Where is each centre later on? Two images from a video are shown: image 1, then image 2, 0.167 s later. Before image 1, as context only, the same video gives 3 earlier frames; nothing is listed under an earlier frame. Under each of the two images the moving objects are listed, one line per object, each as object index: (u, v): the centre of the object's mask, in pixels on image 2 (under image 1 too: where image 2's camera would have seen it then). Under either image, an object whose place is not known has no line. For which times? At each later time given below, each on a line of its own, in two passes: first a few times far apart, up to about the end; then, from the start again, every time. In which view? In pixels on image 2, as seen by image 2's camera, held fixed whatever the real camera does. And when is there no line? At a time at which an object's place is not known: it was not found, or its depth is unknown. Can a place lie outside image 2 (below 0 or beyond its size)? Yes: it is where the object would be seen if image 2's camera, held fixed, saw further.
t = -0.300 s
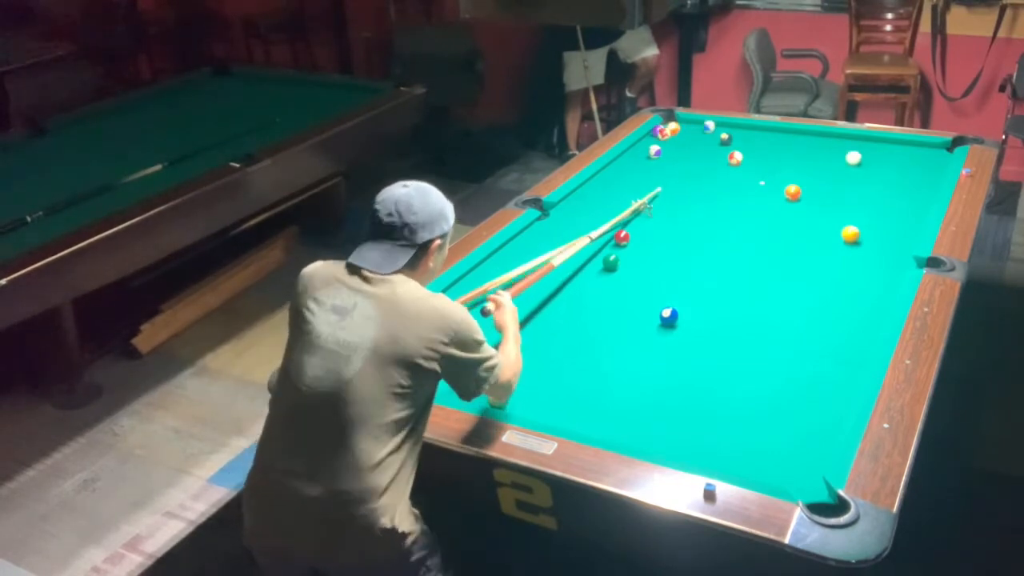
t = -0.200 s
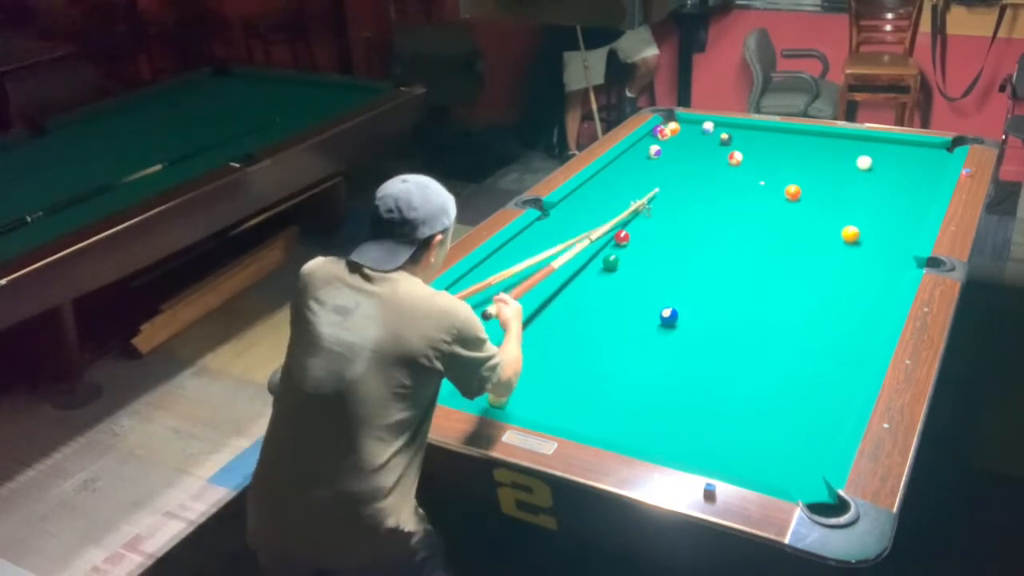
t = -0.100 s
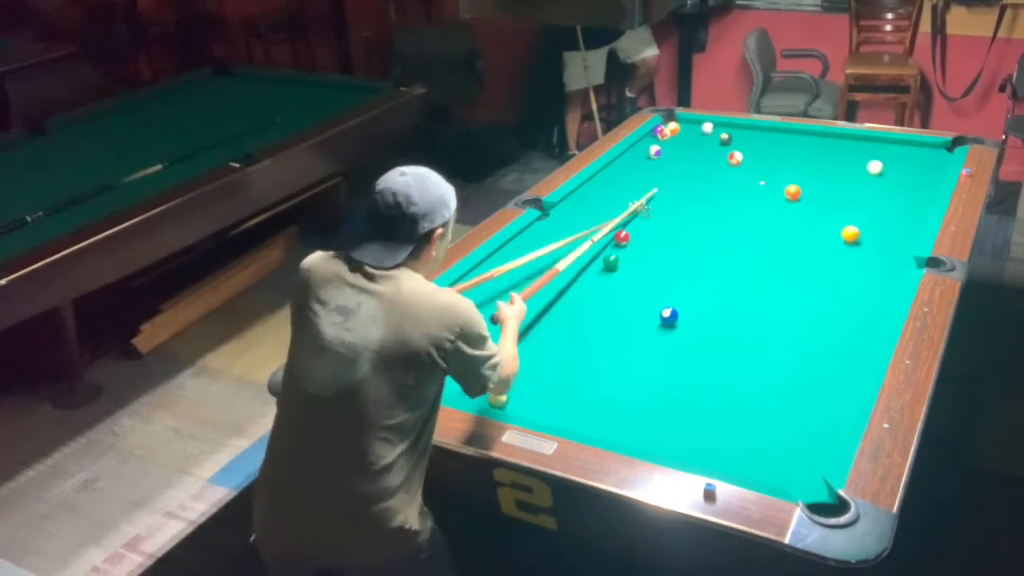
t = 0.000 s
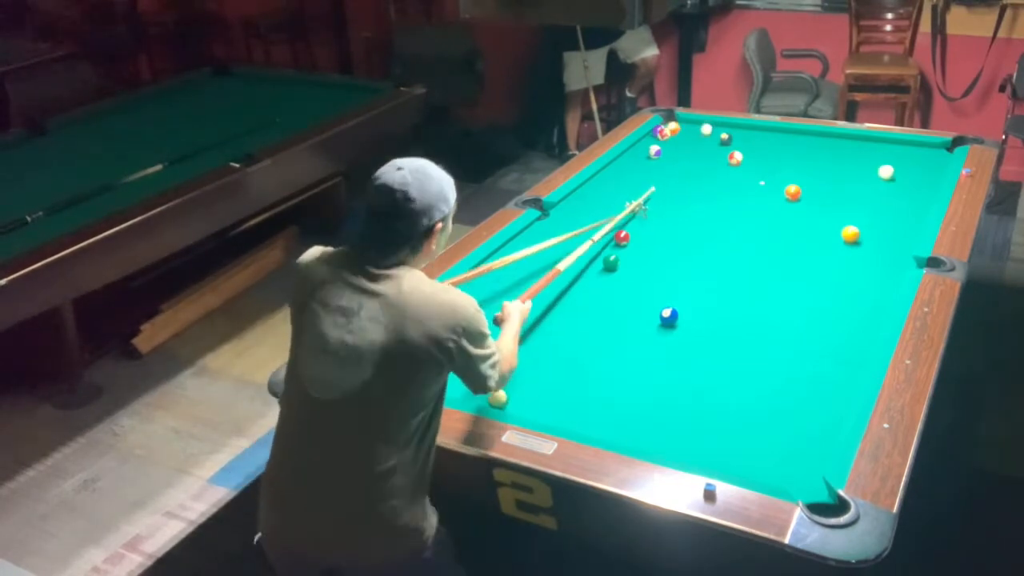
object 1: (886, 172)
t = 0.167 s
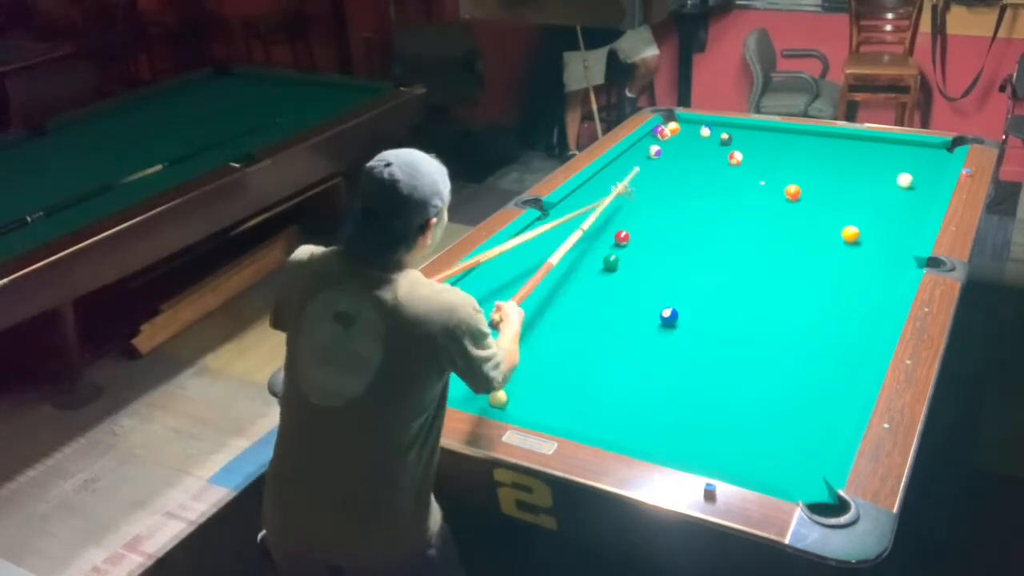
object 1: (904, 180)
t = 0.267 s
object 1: (916, 185)
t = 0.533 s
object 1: (916, 194)
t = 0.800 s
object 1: (890, 200)
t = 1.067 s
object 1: (865, 205)
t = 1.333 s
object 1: (841, 209)
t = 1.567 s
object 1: (821, 214)
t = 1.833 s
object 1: (798, 218)
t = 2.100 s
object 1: (777, 222)
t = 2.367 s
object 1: (757, 226)
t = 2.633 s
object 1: (738, 230)
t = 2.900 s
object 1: (721, 233)
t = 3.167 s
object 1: (705, 236)
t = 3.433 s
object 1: (690, 239)
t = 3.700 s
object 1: (678, 242)
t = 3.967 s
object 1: (666, 244)
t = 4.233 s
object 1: (656, 246)
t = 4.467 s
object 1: (649, 248)
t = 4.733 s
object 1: (642, 249)
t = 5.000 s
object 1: (637, 250)
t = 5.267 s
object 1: (634, 251)
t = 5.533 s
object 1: (632, 251)
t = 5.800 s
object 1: (632, 251)
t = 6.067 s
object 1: (632, 251)
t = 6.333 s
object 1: (632, 251)
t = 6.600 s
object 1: (632, 251)
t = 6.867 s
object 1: (632, 251)
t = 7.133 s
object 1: (632, 251)
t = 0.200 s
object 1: (908, 182)
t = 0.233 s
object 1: (912, 184)
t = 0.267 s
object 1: (916, 185)
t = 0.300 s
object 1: (920, 187)
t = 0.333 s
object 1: (923, 189)
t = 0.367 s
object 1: (927, 190)
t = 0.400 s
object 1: (928, 192)
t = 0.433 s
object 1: (925, 192)
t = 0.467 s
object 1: (922, 193)
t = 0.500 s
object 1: (919, 194)
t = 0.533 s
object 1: (916, 194)
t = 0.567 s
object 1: (912, 195)
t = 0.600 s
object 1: (909, 196)
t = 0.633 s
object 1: (906, 196)
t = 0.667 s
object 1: (903, 197)
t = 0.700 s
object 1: (899, 198)
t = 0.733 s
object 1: (896, 198)
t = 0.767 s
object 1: (893, 199)
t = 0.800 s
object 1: (890, 200)
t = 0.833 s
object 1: (887, 200)
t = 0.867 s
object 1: (883, 201)
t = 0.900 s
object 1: (880, 201)
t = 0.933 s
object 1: (877, 202)
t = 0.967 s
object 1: (874, 203)
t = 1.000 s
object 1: (871, 203)
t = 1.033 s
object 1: (868, 204)
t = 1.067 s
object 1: (865, 205)
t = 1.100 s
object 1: (861, 205)
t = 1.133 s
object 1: (859, 206)
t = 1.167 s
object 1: (856, 207)
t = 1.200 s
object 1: (853, 207)
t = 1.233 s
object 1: (850, 208)
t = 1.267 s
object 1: (847, 208)
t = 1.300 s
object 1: (844, 209)
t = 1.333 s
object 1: (841, 209)
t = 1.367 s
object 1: (838, 210)
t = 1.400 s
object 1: (835, 211)
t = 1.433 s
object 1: (832, 211)
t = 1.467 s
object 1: (829, 212)
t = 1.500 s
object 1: (826, 213)
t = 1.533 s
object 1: (823, 213)
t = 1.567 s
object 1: (821, 214)
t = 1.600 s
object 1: (818, 213)
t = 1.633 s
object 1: (815, 215)
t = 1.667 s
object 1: (812, 215)
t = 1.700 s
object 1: (809, 216)
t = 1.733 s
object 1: (807, 216)
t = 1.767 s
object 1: (804, 217)
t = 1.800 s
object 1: (801, 217)
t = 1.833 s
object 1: (798, 218)
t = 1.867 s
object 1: (796, 219)
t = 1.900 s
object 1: (793, 219)
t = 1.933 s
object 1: (790, 220)
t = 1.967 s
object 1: (788, 220)
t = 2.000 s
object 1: (785, 220)
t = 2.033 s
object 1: (782, 221)
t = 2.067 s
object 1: (780, 221)
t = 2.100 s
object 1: (777, 222)
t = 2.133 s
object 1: (774, 223)
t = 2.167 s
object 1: (772, 223)
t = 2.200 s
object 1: (769, 223)
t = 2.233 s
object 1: (767, 224)
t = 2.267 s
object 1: (764, 225)
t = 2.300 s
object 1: (762, 225)
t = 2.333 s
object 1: (759, 225)
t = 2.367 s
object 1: (757, 226)
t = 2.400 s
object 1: (755, 226)
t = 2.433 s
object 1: (752, 227)
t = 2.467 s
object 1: (750, 228)
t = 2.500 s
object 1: (747, 228)
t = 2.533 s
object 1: (745, 228)
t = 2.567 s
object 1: (743, 229)
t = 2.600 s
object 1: (740, 229)
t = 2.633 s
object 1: (738, 230)
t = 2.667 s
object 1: (736, 230)
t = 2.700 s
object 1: (734, 231)
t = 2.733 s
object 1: (731, 231)
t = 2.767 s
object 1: (729, 231)
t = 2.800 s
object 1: (727, 232)
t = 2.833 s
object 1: (725, 232)
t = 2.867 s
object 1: (723, 232)
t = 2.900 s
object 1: (721, 233)
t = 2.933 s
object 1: (719, 233)
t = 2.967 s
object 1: (716, 233)
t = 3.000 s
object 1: (715, 234)
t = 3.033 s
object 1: (713, 234)
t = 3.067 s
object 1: (711, 235)
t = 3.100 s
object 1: (709, 235)
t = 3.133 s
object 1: (707, 236)
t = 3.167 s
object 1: (705, 236)
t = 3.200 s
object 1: (703, 237)
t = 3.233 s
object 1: (701, 237)
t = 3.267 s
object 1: (699, 237)
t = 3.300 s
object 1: (698, 238)
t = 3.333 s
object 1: (696, 238)
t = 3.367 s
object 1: (694, 238)
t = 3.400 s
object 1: (692, 239)
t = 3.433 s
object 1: (690, 239)
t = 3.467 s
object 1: (689, 239)
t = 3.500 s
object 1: (687, 240)
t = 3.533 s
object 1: (686, 240)
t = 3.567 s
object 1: (684, 240)
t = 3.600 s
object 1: (682, 241)
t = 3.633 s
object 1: (681, 241)
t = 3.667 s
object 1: (679, 241)
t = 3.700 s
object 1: (678, 242)
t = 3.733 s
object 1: (676, 242)
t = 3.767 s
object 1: (675, 242)
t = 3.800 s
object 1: (673, 243)
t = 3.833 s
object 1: (672, 243)
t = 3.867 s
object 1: (670, 243)
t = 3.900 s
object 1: (669, 244)
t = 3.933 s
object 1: (668, 244)
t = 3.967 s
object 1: (666, 244)
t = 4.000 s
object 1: (665, 244)
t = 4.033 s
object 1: (664, 245)
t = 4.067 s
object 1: (662, 245)
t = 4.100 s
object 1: (661, 245)
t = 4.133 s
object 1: (660, 245)
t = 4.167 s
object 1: (659, 245)
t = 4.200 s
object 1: (658, 246)
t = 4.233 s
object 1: (656, 246)
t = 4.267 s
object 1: (655, 246)
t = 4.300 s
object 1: (654, 247)
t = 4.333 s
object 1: (653, 247)
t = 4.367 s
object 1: (652, 247)
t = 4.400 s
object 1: (651, 247)
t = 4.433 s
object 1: (650, 247)
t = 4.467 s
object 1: (649, 248)
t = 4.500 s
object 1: (648, 248)
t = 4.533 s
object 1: (647, 248)
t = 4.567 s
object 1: (646, 248)
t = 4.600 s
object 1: (645, 248)
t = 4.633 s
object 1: (645, 248)
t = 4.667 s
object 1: (644, 249)
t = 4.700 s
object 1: (643, 249)
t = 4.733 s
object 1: (642, 249)
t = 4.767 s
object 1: (641, 249)
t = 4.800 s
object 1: (641, 249)
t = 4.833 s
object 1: (640, 249)
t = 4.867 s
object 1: (639, 250)
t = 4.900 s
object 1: (639, 250)
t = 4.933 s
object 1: (638, 250)
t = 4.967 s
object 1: (638, 250)
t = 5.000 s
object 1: (637, 250)
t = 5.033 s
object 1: (636, 250)
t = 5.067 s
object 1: (636, 250)
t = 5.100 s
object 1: (635, 250)
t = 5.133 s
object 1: (635, 250)
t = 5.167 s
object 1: (635, 250)
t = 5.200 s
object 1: (634, 251)
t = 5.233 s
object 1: (634, 251)
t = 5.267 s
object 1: (634, 251)
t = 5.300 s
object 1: (633, 251)
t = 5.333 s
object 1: (633, 251)
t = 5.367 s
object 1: (633, 251)
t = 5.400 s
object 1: (633, 251)
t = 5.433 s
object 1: (632, 251)
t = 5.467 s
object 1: (632, 251)
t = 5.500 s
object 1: (632, 251)
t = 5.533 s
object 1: (632, 251)
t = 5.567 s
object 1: (632, 251)
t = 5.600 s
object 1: (632, 251)
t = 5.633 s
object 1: (632, 251)
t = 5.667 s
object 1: (632, 251)
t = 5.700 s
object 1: (632, 251)
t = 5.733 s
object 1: (632, 251)
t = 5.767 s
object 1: (632, 251)
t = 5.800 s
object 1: (632, 251)
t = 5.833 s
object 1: (632, 251)
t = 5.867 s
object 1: (632, 251)
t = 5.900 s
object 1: (632, 251)
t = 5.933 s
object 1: (632, 251)
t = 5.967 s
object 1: (632, 251)
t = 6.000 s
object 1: (632, 251)
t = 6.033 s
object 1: (632, 251)
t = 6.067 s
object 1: (632, 251)
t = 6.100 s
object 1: (632, 251)
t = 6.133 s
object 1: (632, 251)
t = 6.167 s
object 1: (632, 251)
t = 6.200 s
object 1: (632, 251)
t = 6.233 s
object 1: (632, 251)
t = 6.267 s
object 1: (632, 251)
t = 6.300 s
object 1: (632, 251)
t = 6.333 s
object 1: (632, 251)
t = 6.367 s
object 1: (632, 251)
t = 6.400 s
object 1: (632, 251)
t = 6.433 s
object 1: (632, 251)
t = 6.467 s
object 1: (632, 251)
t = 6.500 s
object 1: (632, 251)
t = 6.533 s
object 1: (632, 251)
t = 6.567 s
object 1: (632, 251)
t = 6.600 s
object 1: (632, 251)
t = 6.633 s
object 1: (632, 251)
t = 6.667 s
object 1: (632, 251)
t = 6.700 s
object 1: (632, 251)
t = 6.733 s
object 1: (632, 251)
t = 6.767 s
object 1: (632, 251)
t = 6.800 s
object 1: (632, 251)
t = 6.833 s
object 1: (632, 251)
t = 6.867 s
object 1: (632, 251)
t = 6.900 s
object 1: (632, 251)
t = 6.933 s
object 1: (632, 251)
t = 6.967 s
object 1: (632, 251)
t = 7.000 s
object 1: (632, 251)
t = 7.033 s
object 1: (632, 251)
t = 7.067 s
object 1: (632, 251)
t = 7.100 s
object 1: (632, 251)
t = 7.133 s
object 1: (632, 251)
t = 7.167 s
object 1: (632, 251)
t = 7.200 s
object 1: (632, 251)
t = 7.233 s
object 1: (632, 251)
